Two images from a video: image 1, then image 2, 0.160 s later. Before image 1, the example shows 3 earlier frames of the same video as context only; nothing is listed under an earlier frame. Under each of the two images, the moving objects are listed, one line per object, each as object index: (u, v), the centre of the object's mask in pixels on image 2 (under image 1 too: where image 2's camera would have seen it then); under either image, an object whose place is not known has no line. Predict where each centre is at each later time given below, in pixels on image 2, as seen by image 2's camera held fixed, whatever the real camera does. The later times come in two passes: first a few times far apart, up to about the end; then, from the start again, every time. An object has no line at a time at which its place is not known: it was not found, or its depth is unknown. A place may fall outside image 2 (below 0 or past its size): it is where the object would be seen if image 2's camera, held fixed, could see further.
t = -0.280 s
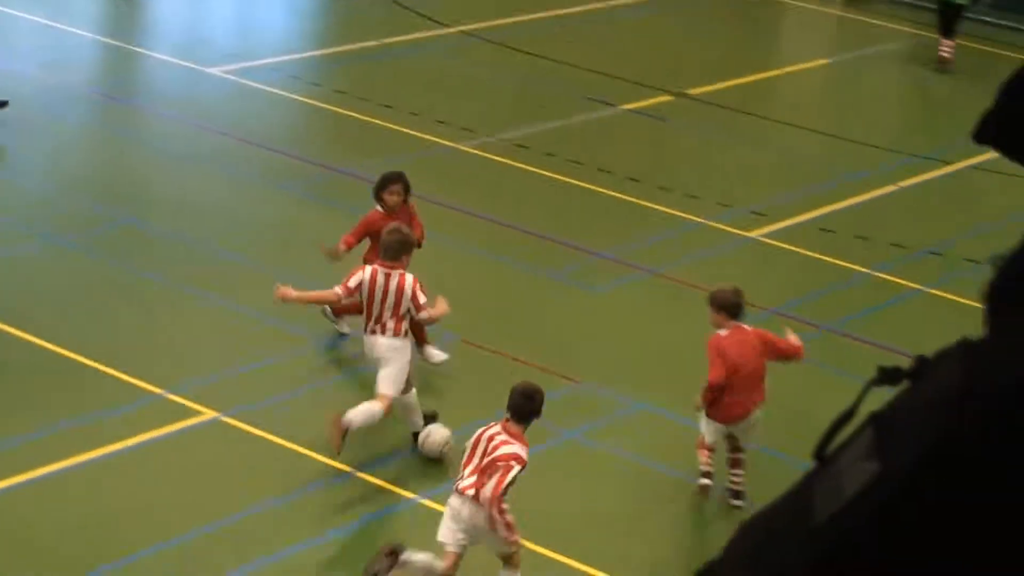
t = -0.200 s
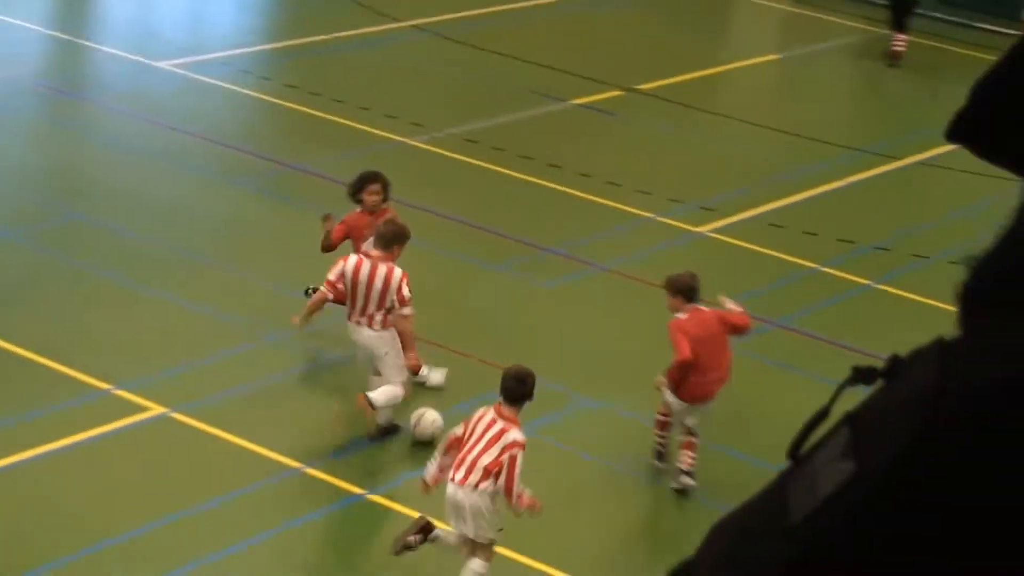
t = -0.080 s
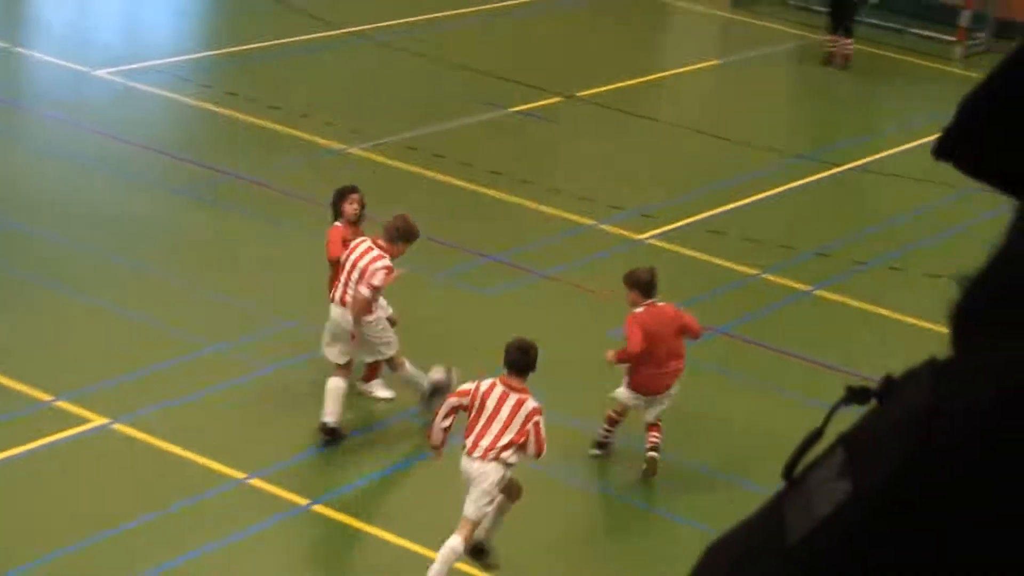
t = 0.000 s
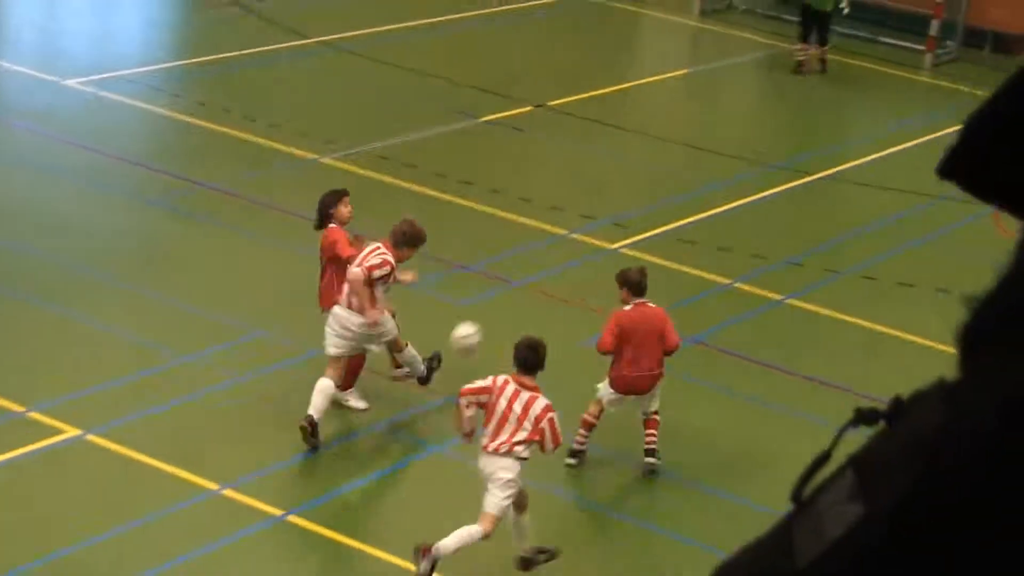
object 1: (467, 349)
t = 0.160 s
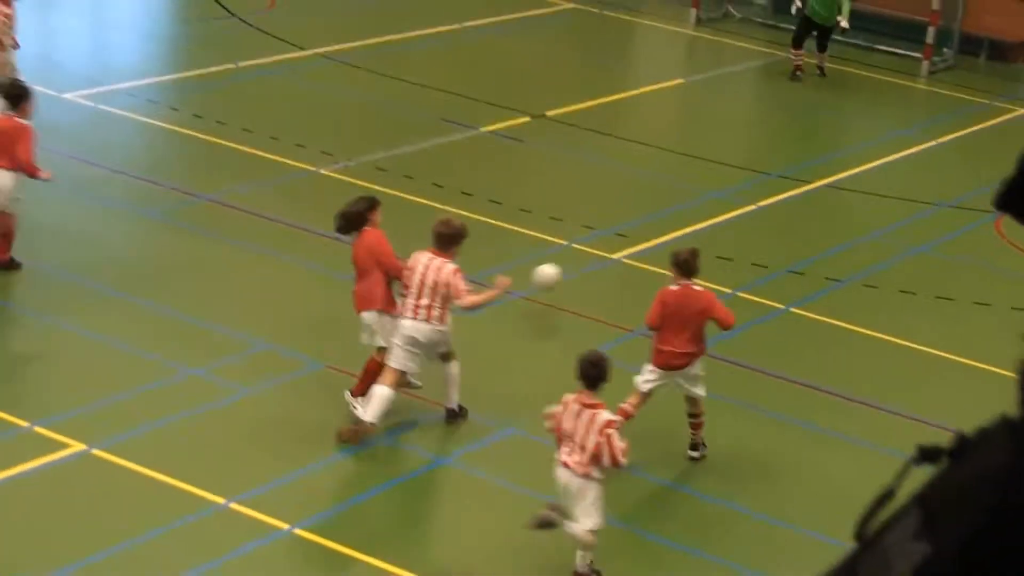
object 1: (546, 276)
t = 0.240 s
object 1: (576, 257)
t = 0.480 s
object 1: (637, 196)
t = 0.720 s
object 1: (678, 159)
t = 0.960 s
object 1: (710, 129)
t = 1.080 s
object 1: (723, 115)
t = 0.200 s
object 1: (562, 265)
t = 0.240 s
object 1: (576, 257)
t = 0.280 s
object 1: (589, 251)
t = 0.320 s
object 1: (600, 240)
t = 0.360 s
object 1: (610, 225)
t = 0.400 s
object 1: (620, 212)
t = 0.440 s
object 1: (628, 204)
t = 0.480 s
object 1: (637, 196)
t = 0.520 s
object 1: (645, 192)
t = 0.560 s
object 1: (652, 186)
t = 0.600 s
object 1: (659, 177)
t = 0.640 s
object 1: (666, 169)
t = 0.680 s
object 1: (672, 163)
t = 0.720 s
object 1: (678, 159)
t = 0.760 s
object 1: (683, 156)
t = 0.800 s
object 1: (689, 148)
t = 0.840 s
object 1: (694, 142)
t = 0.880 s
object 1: (699, 137)
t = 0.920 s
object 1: (705, 134)
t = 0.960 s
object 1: (710, 129)
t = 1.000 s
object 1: (715, 122)
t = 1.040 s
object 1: (719, 119)
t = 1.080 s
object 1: (723, 115)
